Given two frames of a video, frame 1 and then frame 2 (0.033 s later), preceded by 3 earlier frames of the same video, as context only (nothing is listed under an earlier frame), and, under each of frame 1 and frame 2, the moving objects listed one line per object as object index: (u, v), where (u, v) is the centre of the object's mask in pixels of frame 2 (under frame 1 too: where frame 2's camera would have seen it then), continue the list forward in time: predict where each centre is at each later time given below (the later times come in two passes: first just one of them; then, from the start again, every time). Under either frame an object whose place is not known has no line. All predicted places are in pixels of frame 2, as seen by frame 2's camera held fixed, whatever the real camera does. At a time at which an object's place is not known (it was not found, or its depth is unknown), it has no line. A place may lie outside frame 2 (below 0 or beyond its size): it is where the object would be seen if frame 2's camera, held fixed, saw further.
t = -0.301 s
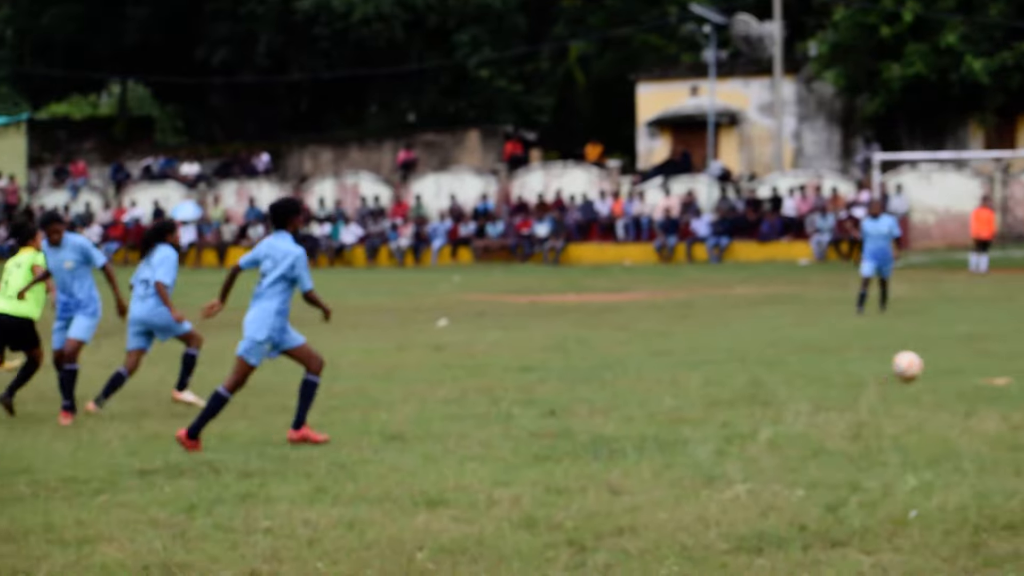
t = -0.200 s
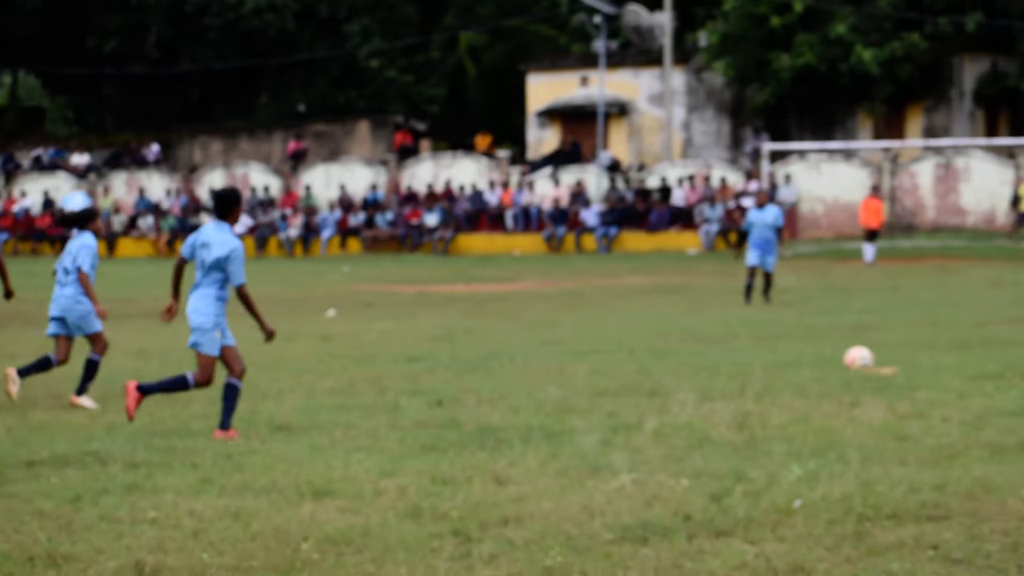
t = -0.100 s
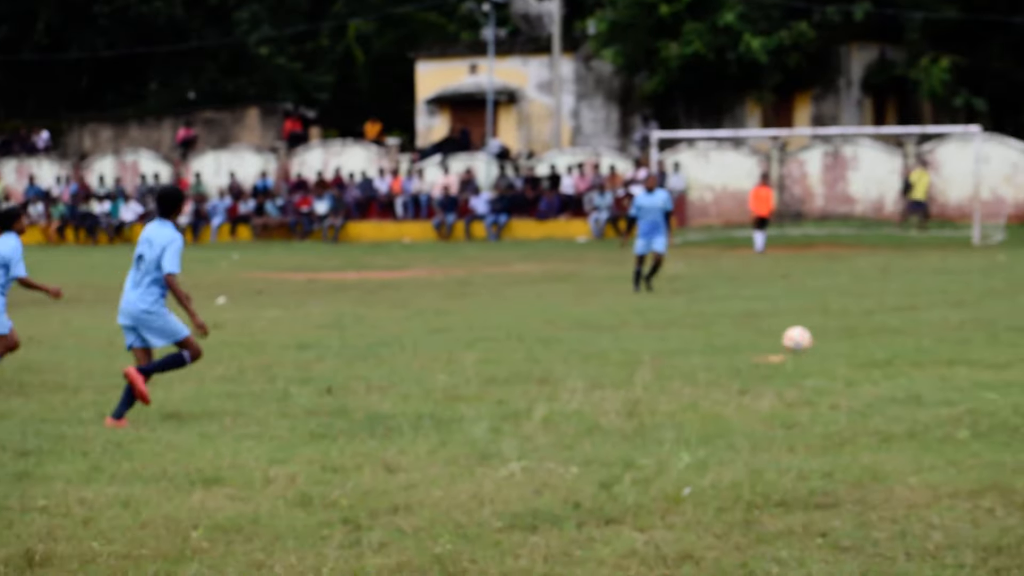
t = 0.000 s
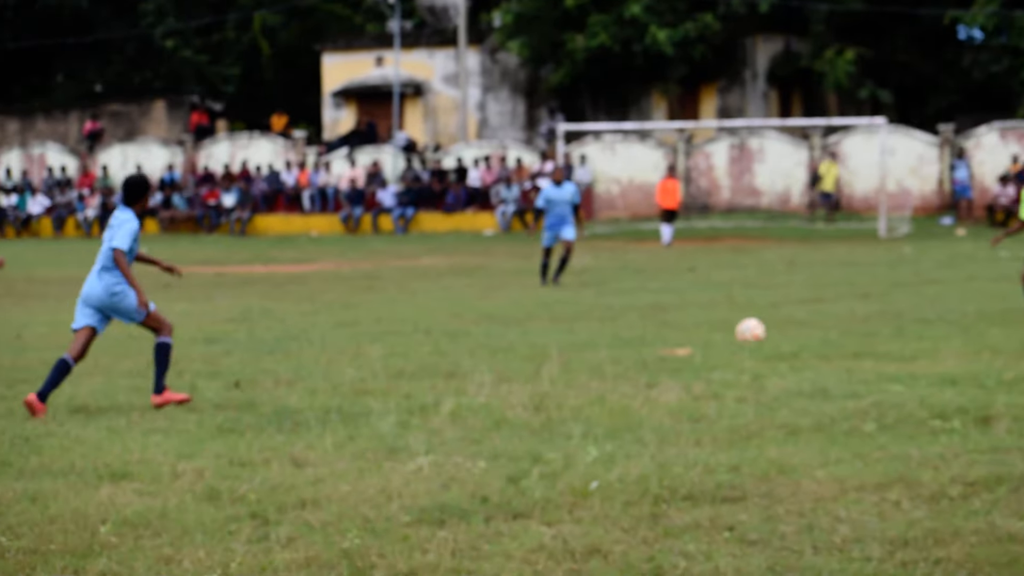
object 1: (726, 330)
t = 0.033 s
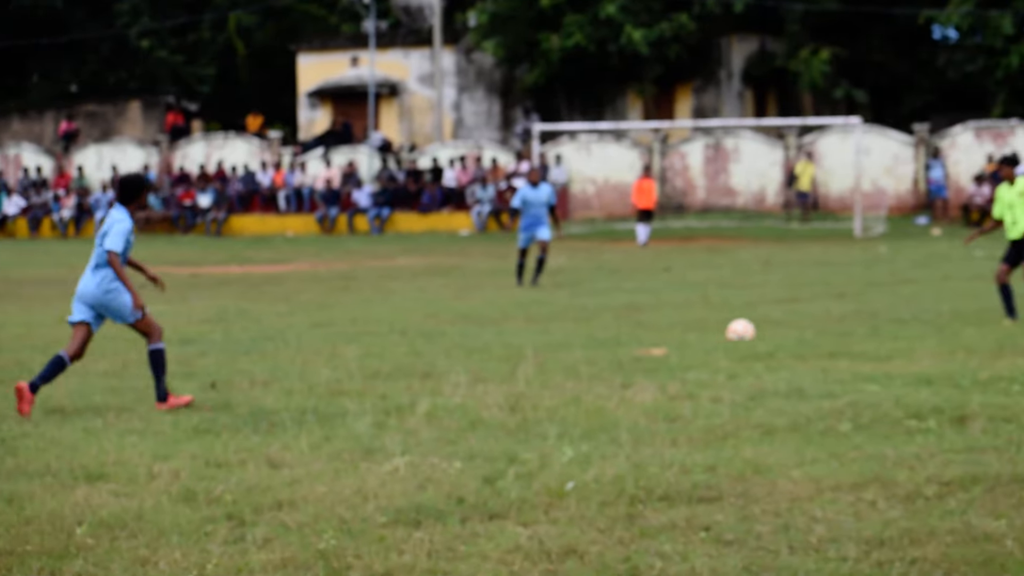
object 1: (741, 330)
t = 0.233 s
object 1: (823, 321)
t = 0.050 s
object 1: (748, 330)
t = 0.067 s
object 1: (755, 329)
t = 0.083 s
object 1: (762, 327)
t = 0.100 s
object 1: (769, 326)
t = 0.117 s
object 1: (776, 325)
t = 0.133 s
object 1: (783, 323)
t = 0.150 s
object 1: (790, 323)
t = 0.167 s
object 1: (797, 322)
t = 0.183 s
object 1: (804, 322)
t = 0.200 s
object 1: (810, 322)
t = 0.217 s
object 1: (817, 322)
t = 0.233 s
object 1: (823, 321)
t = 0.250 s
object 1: (829, 322)
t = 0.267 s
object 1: (836, 322)
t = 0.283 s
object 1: (843, 322)
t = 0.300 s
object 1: (849, 322)
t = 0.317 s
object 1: (855, 323)
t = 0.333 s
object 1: (862, 323)
